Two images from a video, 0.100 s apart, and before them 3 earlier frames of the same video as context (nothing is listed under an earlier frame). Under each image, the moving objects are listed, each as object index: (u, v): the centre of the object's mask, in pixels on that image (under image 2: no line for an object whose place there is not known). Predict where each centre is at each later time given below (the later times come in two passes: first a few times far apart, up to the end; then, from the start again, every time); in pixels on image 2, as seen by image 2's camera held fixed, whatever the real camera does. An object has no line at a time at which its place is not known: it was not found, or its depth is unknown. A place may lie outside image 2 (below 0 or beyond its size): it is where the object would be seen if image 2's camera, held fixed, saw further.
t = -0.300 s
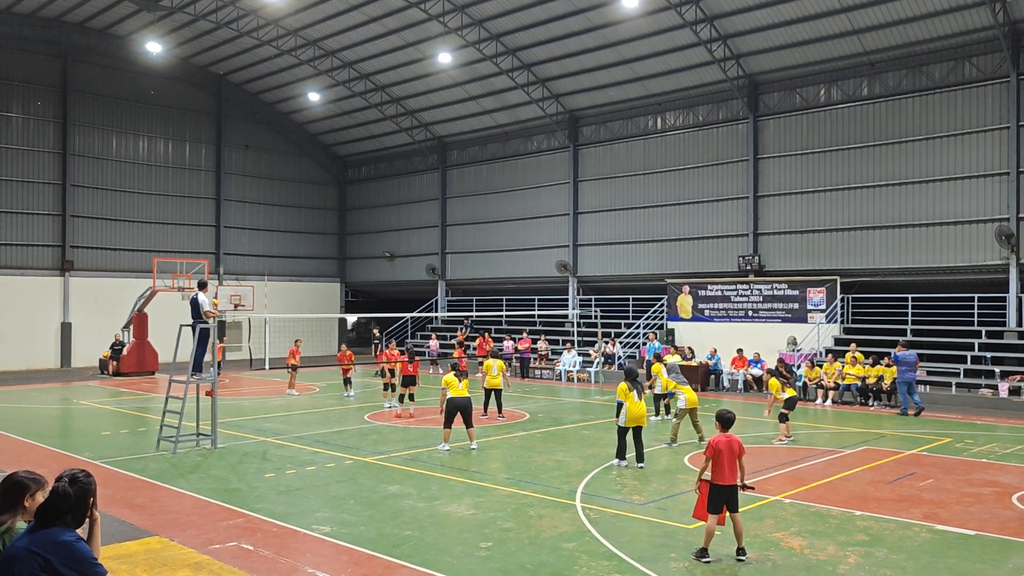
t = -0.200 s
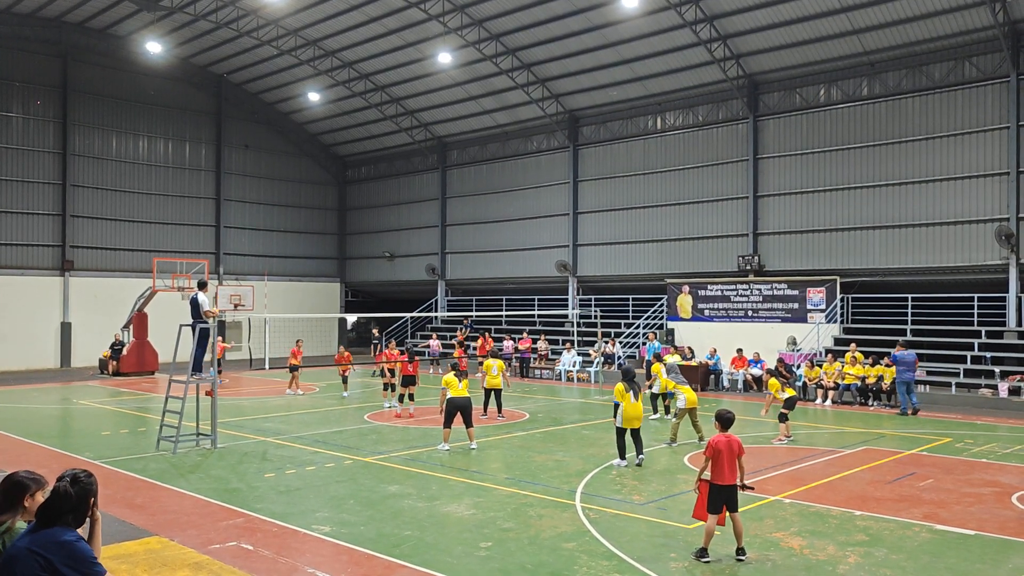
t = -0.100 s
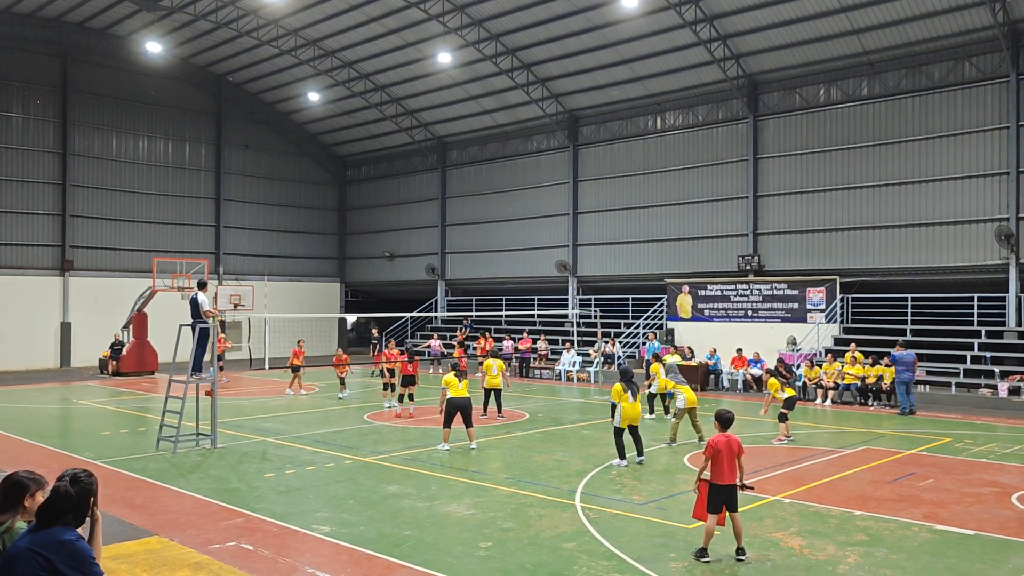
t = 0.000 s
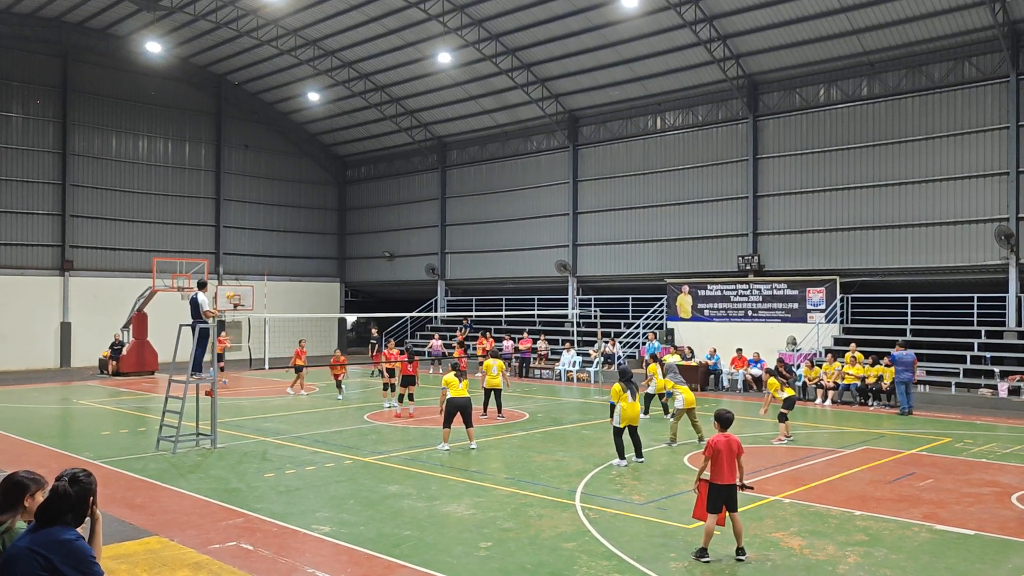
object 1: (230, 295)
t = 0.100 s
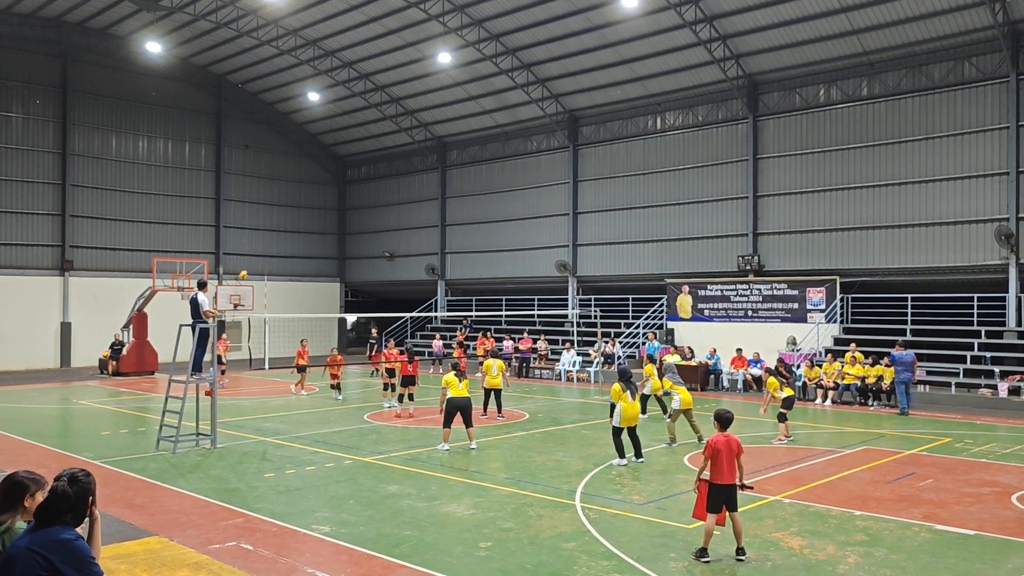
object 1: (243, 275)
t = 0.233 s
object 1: (263, 250)
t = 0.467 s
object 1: (299, 220)
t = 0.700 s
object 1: (337, 210)
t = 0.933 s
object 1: (377, 225)
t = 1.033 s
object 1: (397, 242)
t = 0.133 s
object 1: (248, 269)
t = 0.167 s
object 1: (253, 262)
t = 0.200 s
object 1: (258, 256)
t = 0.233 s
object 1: (263, 250)
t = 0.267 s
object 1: (268, 245)
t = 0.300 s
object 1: (273, 240)
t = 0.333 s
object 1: (278, 234)
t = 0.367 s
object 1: (283, 230)
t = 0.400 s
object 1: (288, 226)
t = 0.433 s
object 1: (293, 223)
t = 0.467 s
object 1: (299, 220)
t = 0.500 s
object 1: (304, 217)
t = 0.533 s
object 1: (309, 215)
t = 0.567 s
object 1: (315, 213)
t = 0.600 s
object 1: (320, 211)
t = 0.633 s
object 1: (326, 211)
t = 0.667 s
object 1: (331, 210)
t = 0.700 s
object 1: (337, 210)
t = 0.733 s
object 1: (342, 210)
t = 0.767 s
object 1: (348, 211)
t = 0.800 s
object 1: (353, 212)
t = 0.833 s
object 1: (359, 214)
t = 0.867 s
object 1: (365, 217)
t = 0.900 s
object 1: (371, 221)
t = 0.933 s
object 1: (377, 225)
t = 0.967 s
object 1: (383, 230)
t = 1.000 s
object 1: (390, 236)
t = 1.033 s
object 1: (397, 242)
